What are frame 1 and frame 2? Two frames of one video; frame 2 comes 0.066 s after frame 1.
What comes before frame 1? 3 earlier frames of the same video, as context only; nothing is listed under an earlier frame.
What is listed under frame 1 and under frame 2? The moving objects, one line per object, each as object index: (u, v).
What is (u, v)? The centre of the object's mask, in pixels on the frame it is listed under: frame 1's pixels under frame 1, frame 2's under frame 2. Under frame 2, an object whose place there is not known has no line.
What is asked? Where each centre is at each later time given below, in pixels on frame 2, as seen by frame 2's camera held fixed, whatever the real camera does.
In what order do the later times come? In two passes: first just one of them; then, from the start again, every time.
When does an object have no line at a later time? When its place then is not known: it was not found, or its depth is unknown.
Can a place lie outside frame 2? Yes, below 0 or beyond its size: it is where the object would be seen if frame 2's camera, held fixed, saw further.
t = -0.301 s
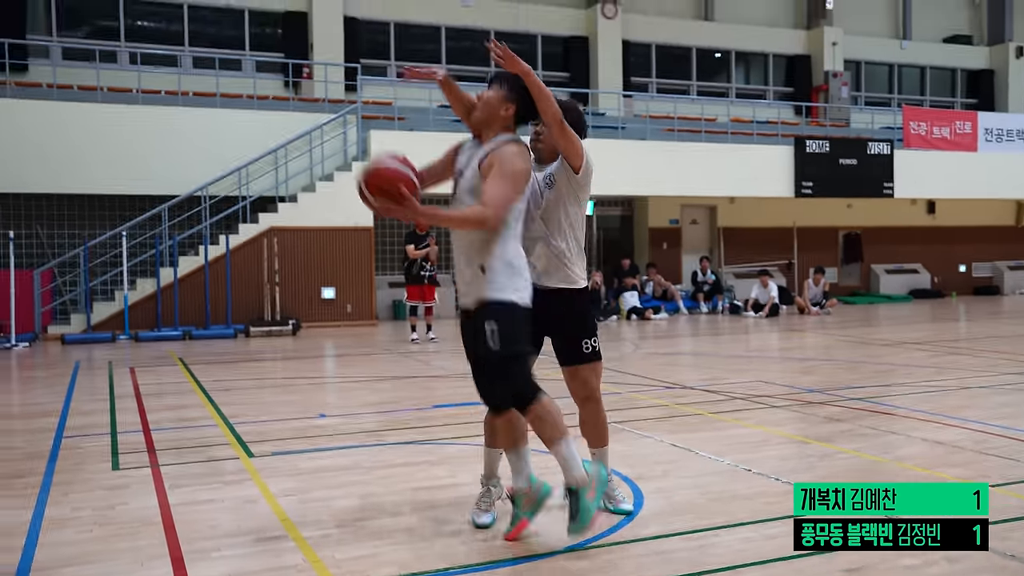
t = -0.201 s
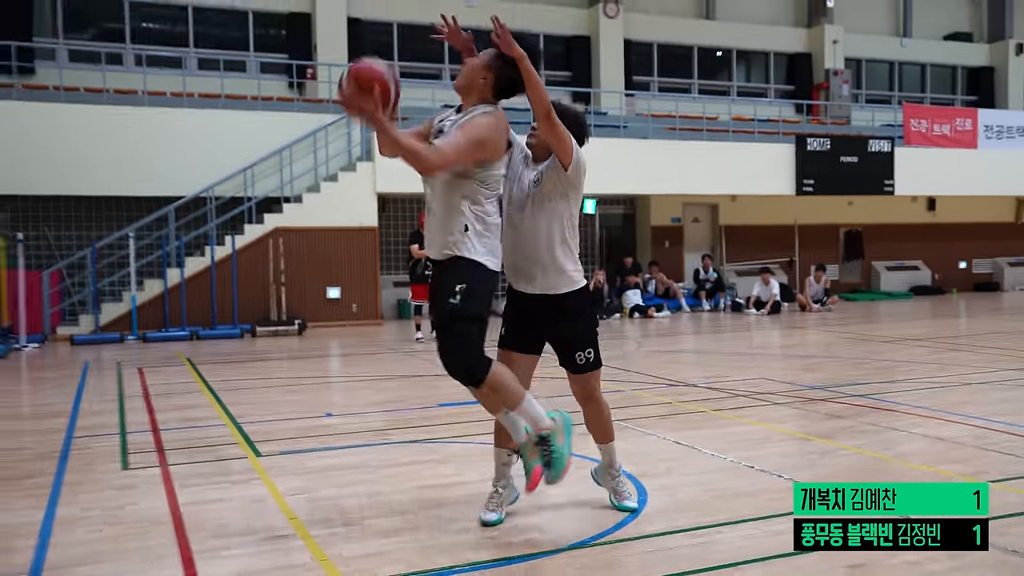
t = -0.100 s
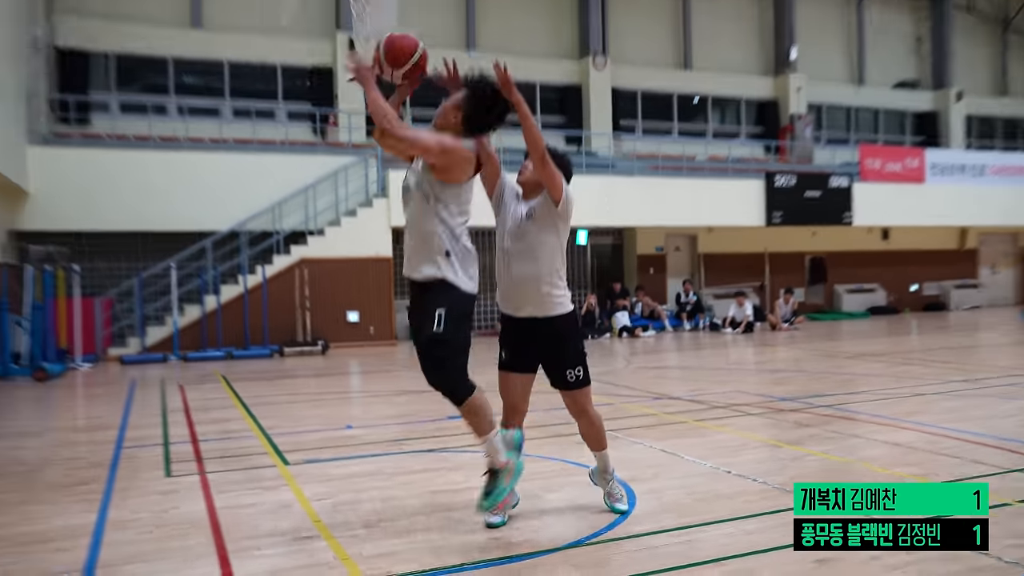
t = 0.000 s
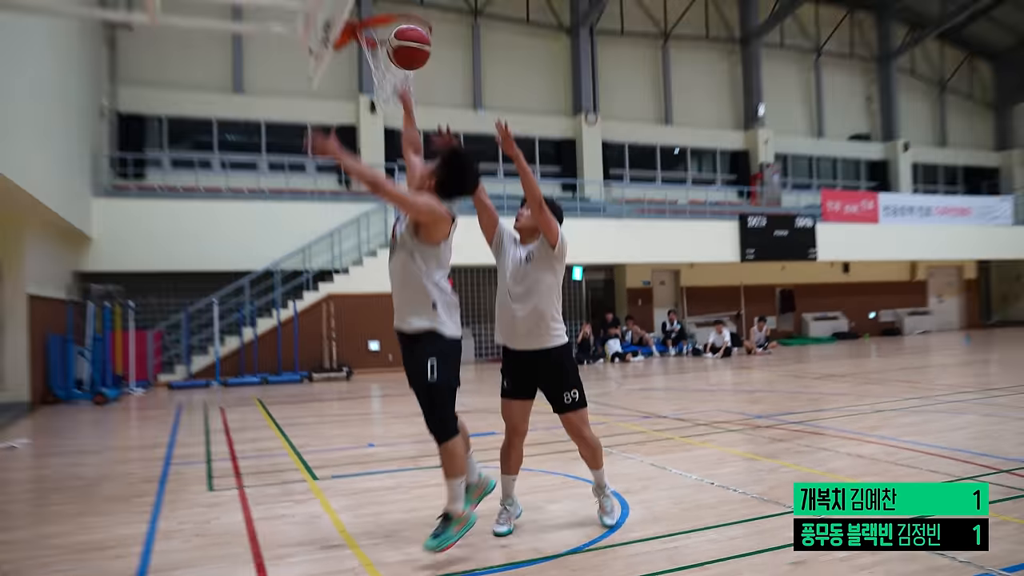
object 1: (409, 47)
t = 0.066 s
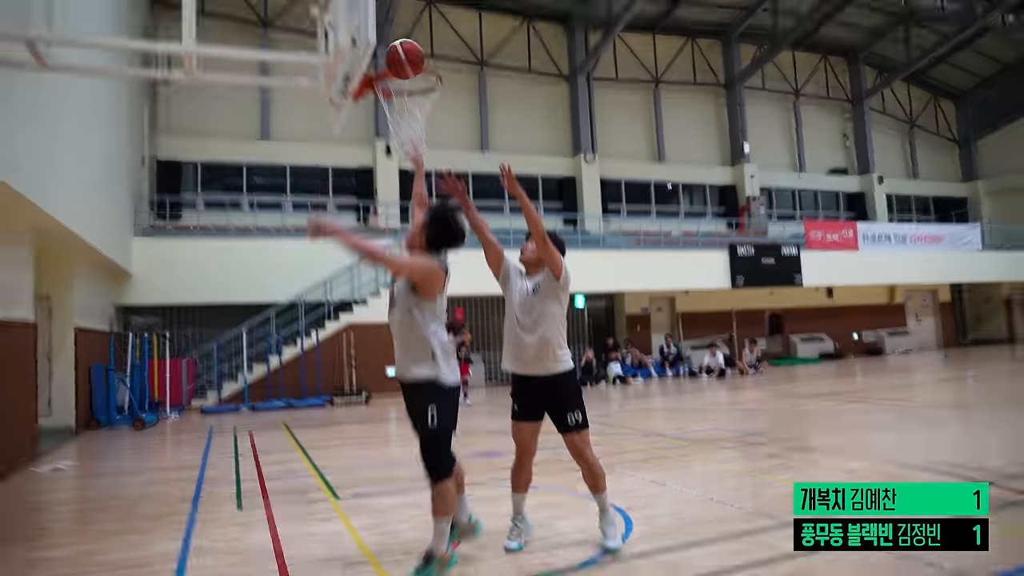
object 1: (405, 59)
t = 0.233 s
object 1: (386, 17)
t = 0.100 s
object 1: (397, 44)
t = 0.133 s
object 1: (391, 32)
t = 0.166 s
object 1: (387, 22)
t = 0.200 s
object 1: (385, 17)
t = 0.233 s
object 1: (386, 17)
